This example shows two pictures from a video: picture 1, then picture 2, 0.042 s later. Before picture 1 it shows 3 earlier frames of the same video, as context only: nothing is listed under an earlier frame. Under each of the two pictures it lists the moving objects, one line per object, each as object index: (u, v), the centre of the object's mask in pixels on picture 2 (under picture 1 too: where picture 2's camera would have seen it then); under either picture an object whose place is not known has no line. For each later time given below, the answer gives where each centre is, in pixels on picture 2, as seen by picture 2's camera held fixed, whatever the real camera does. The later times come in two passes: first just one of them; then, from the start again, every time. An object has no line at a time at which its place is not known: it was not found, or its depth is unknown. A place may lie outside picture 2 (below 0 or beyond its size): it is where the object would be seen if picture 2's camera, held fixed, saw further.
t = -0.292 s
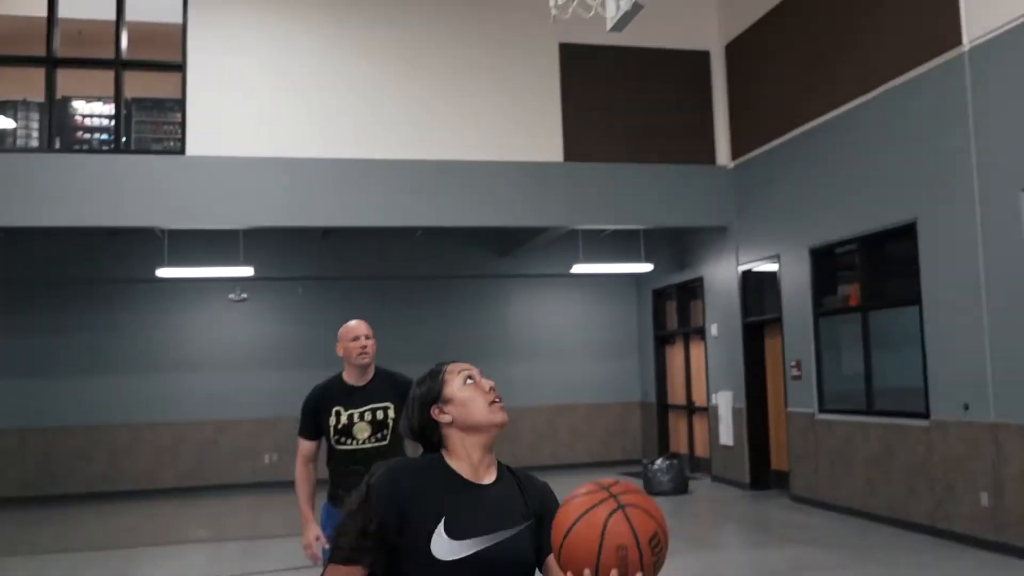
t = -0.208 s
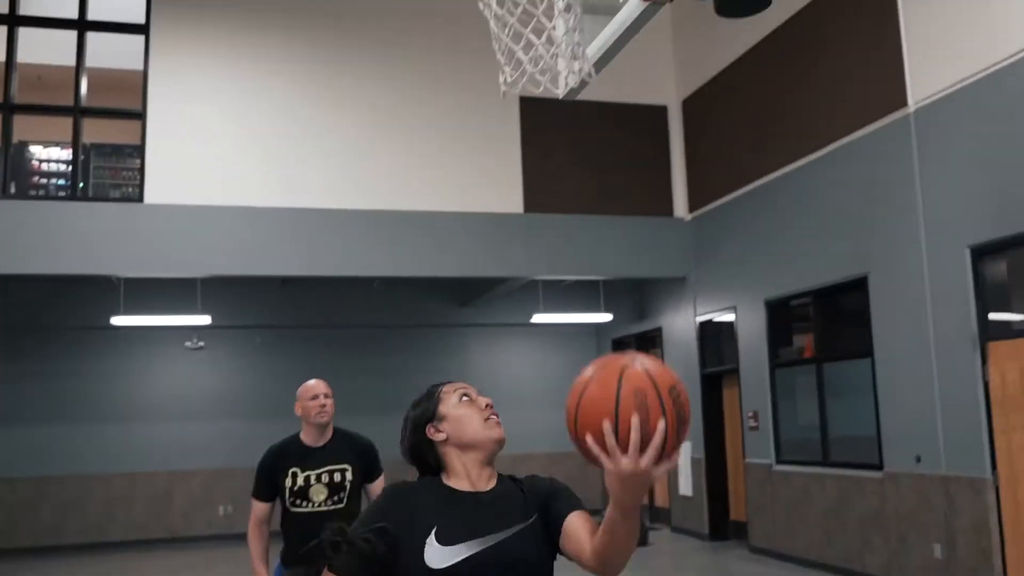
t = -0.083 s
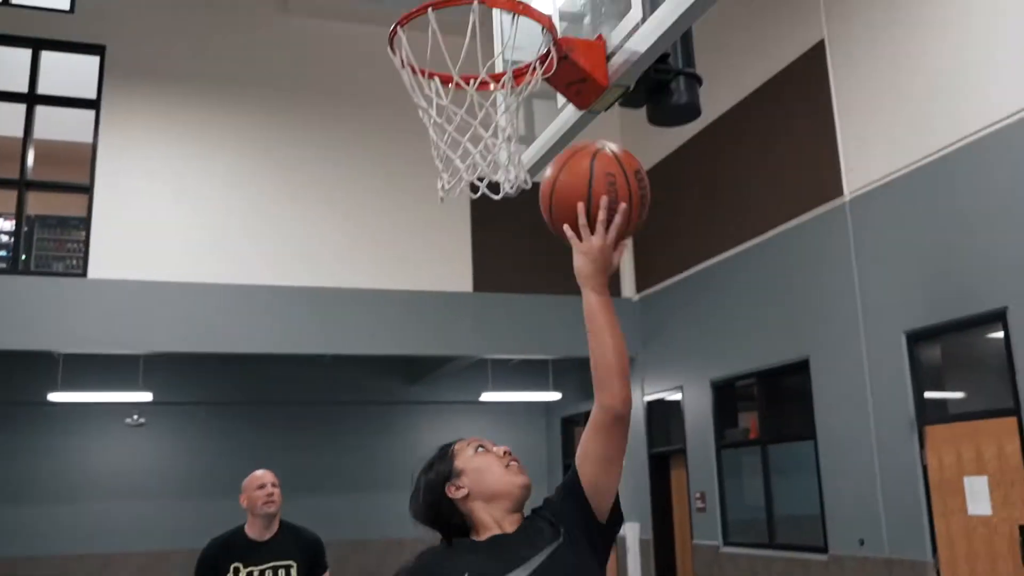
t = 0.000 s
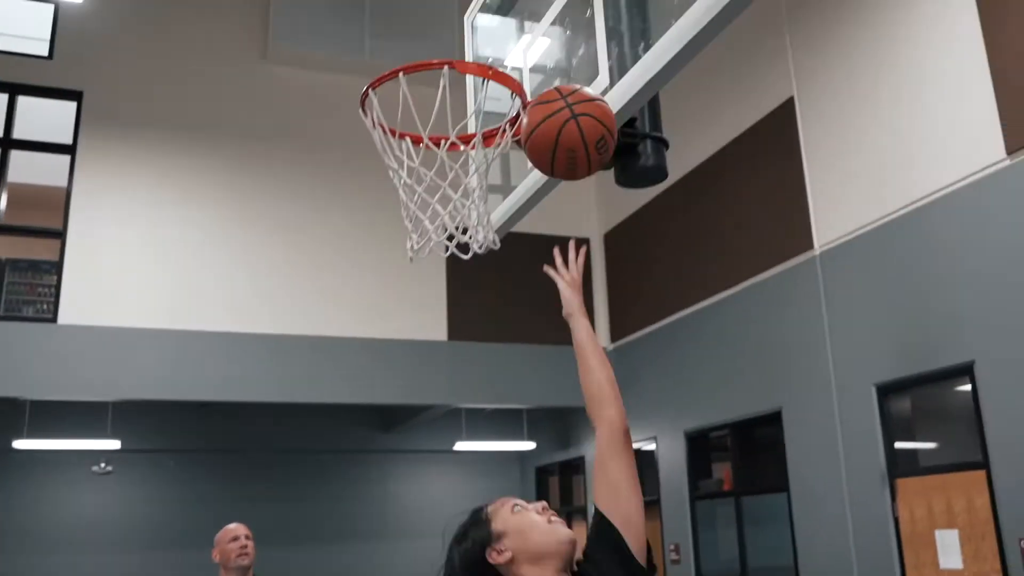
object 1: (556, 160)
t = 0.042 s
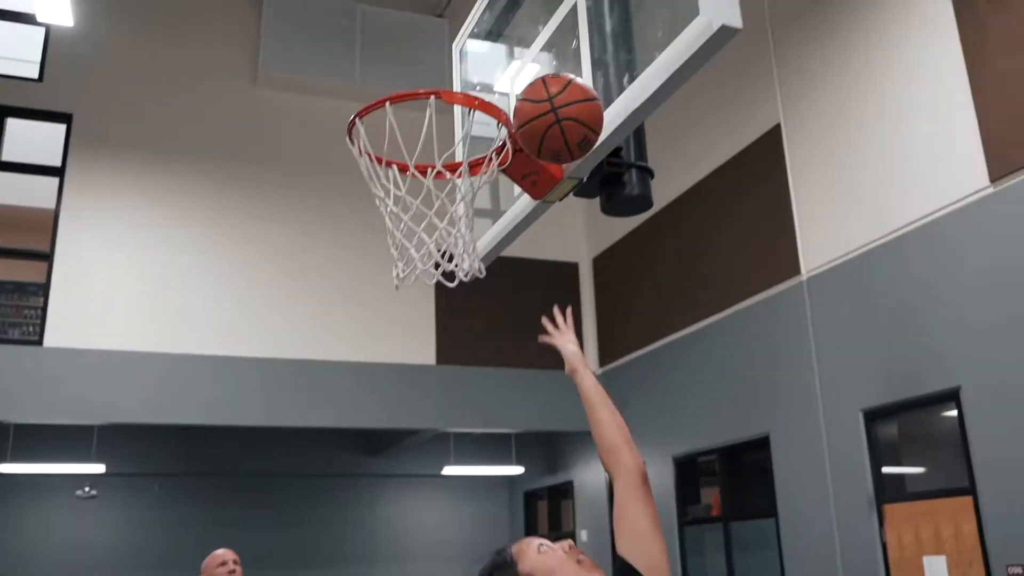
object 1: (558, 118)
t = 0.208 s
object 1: (512, 51)
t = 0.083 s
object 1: (560, 86)
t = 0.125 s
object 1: (553, 66)
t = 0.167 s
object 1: (532, 56)
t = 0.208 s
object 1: (512, 51)
